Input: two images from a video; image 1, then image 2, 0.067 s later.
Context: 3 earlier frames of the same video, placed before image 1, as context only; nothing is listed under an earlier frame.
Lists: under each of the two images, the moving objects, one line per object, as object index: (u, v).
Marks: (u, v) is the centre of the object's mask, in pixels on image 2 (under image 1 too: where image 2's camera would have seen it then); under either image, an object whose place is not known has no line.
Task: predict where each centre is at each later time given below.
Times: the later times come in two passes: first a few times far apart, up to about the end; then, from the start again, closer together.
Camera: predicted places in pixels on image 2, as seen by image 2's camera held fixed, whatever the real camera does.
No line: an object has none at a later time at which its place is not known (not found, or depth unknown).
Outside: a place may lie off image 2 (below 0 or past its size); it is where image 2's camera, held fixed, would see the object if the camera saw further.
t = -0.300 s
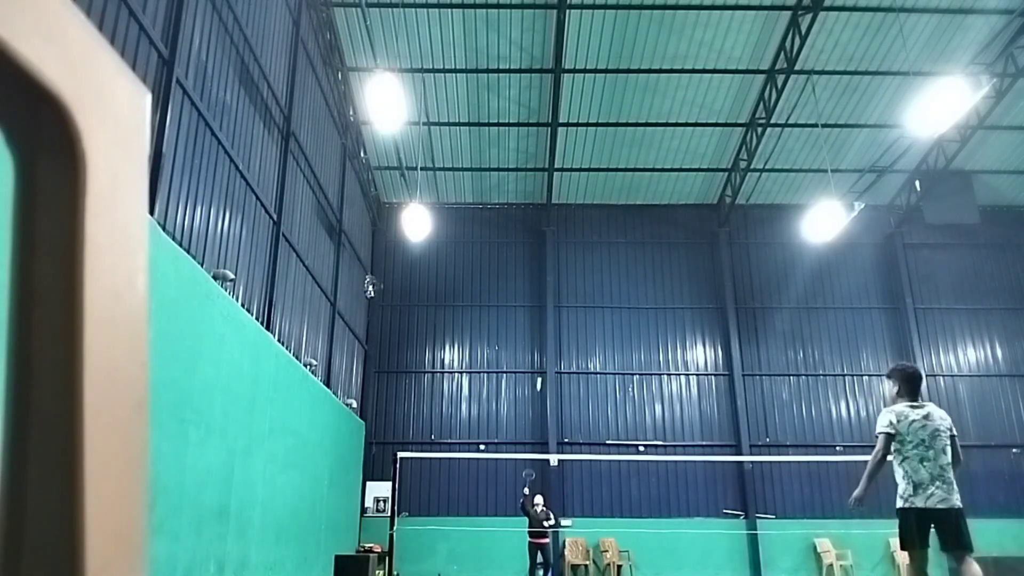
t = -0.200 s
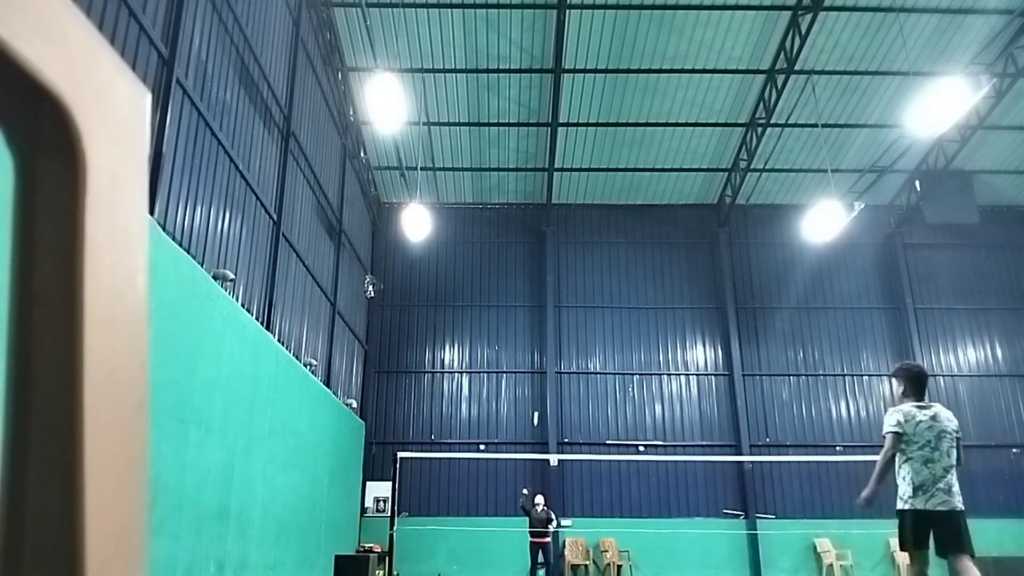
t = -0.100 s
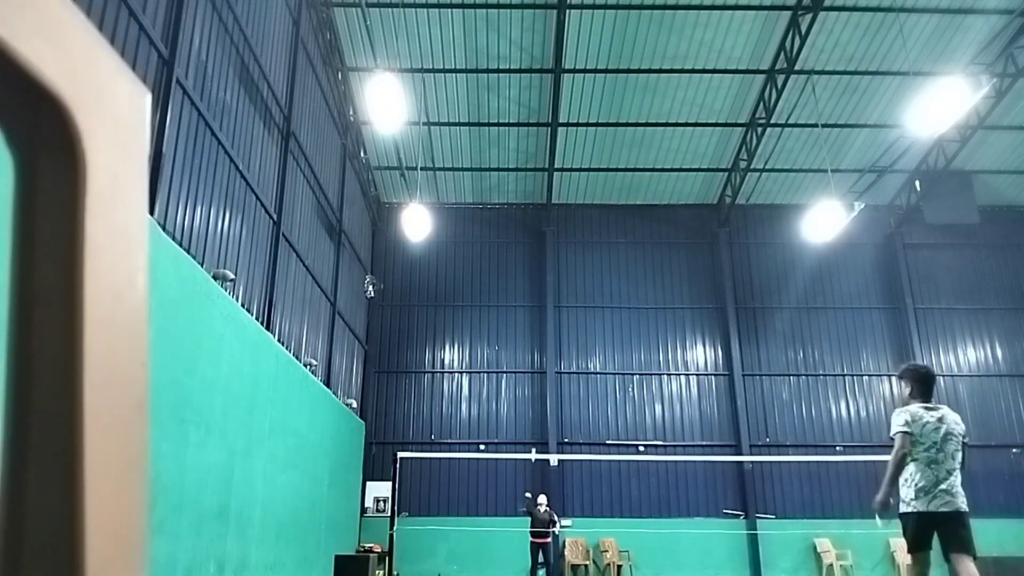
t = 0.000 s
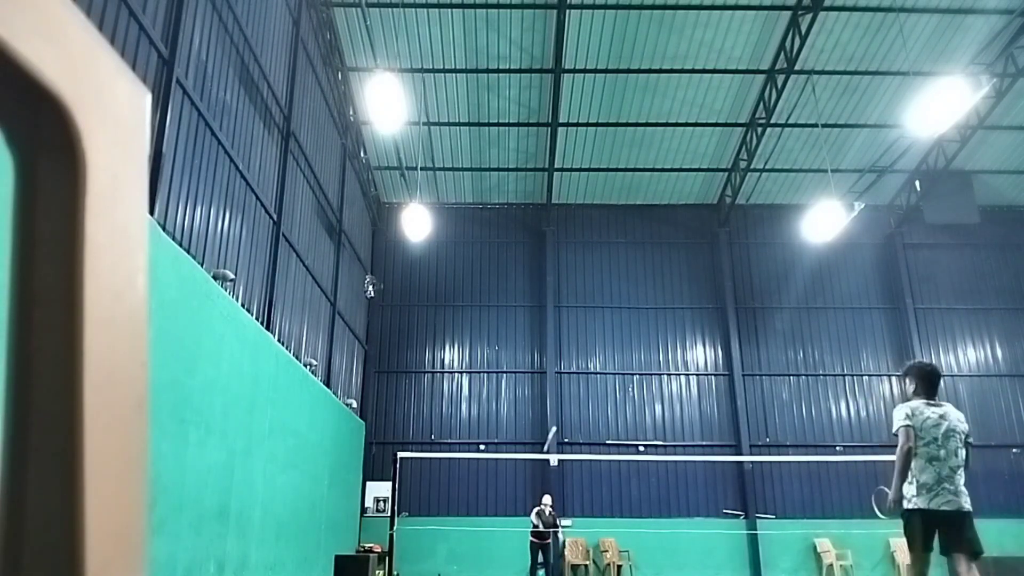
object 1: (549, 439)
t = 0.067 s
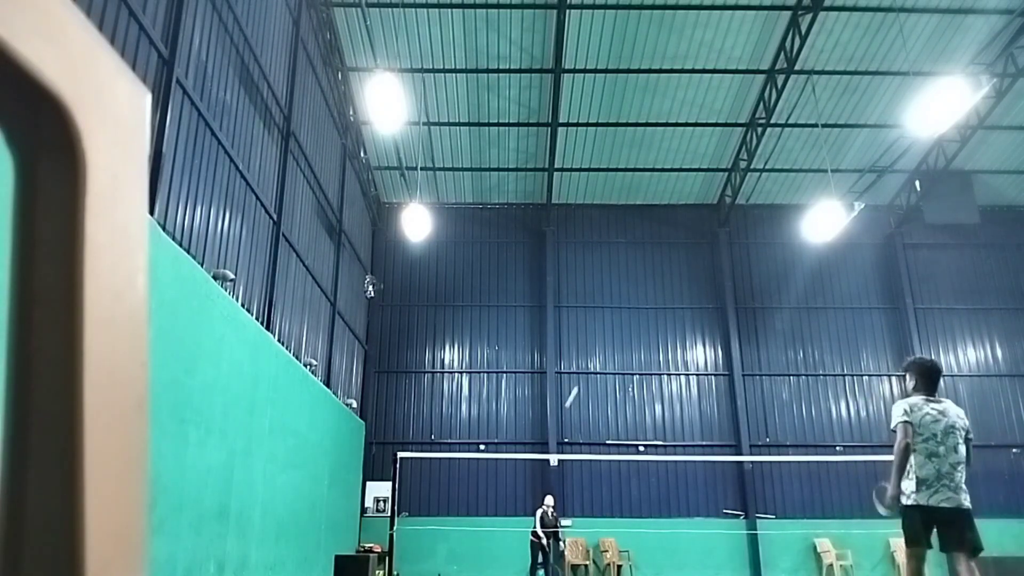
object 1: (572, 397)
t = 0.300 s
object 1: (640, 291)
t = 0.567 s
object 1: (706, 235)
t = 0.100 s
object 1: (582, 378)
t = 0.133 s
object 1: (592, 360)
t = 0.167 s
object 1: (602, 344)
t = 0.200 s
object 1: (611, 329)
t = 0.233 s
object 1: (621, 315)
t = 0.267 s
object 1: (631, 302)
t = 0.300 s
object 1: (640, 291)
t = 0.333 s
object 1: (649, 280)
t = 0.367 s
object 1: (659, 270)
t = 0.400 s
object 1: (668, 261)
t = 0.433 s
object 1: (677, 253)
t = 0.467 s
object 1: (687, 245)
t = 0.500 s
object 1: (696, 240)
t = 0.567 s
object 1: (706, 235)
